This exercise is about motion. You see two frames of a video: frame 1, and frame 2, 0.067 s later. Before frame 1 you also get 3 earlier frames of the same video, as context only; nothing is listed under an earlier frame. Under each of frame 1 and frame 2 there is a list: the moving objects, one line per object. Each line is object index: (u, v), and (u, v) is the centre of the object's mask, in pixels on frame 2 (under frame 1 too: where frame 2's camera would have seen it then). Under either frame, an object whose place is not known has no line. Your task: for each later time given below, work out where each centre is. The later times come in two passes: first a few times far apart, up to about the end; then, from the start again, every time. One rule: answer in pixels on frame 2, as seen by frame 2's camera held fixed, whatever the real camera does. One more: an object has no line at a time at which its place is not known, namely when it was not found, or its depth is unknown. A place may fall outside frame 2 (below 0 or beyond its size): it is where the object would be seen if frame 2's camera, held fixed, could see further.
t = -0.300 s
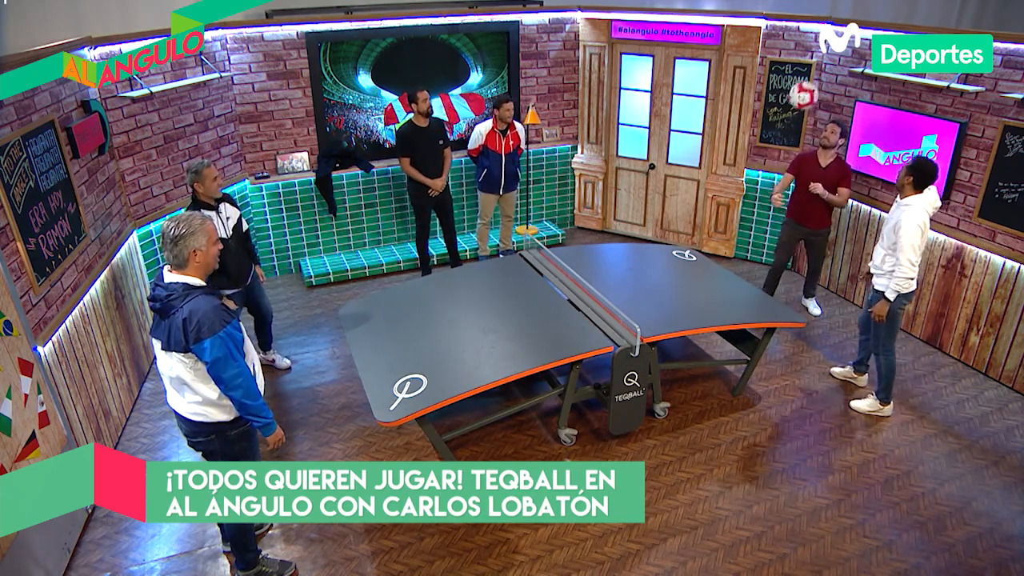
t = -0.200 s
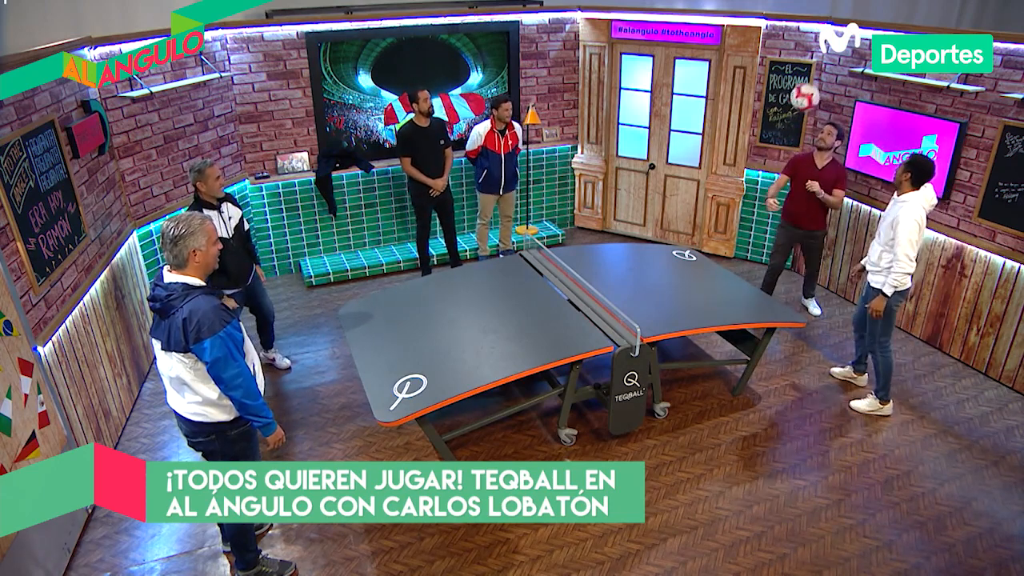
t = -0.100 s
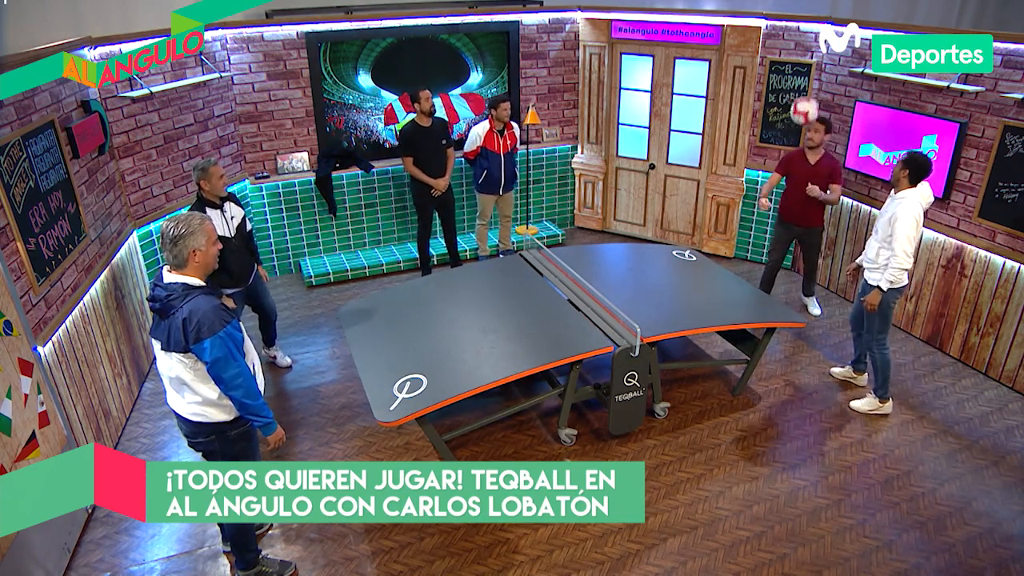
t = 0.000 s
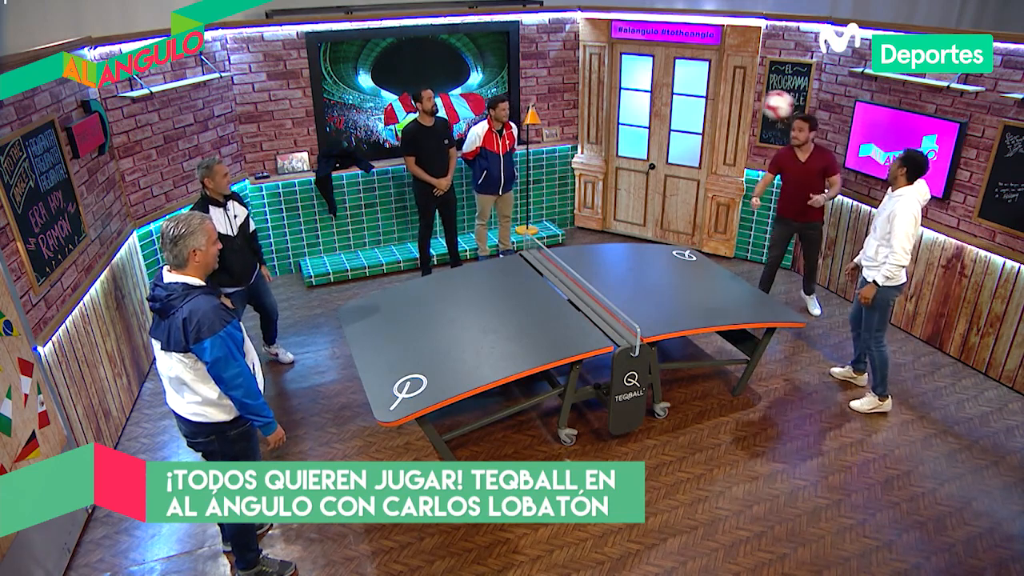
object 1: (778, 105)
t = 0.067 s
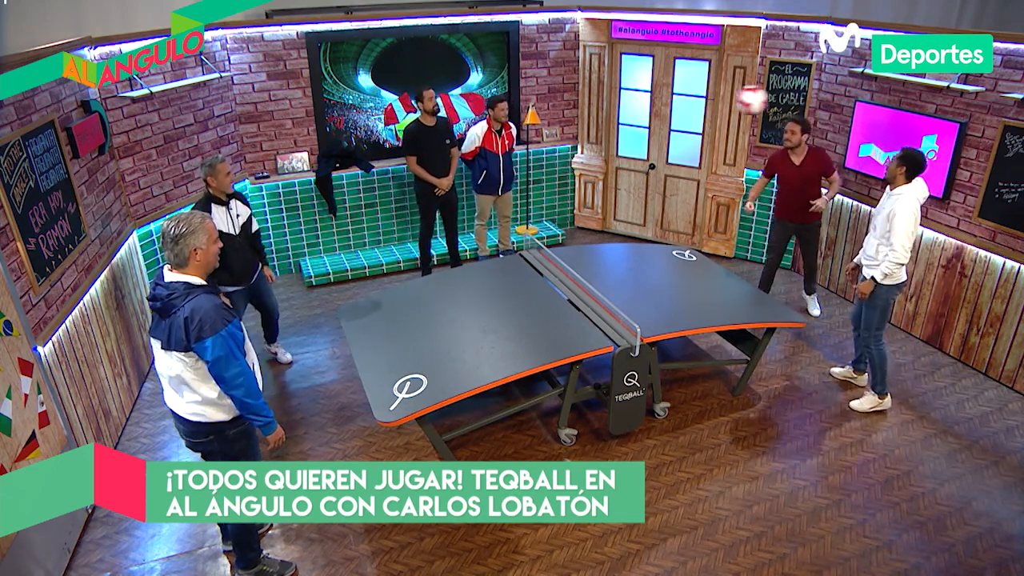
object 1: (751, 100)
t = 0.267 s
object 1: (662, 122)
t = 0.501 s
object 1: (541, 230)
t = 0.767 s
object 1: (417, 258)
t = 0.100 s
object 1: (738, 99)
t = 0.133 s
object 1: (724, 101)
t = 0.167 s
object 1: (709, 104)
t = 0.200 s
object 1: (694, 109)
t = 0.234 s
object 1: (677, 115)
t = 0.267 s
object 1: (662, 122)
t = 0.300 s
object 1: (645, 132)
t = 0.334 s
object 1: (627, 144)
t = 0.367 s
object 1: (611, 158)
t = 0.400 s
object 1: (594, 173)
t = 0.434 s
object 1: (576, 191)
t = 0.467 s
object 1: (558, 210)
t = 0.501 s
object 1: (541, 230)
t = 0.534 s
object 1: (522, 253)
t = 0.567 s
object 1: (505, 275)
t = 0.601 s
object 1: (488, 298)
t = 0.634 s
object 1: (474, 288)
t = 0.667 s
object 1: (460, 279)
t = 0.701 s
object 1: (446, 271)
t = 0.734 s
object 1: (432, 263)
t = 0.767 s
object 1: (417, 258)
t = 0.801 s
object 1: (402, 254)
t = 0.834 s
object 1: (387, 251)
